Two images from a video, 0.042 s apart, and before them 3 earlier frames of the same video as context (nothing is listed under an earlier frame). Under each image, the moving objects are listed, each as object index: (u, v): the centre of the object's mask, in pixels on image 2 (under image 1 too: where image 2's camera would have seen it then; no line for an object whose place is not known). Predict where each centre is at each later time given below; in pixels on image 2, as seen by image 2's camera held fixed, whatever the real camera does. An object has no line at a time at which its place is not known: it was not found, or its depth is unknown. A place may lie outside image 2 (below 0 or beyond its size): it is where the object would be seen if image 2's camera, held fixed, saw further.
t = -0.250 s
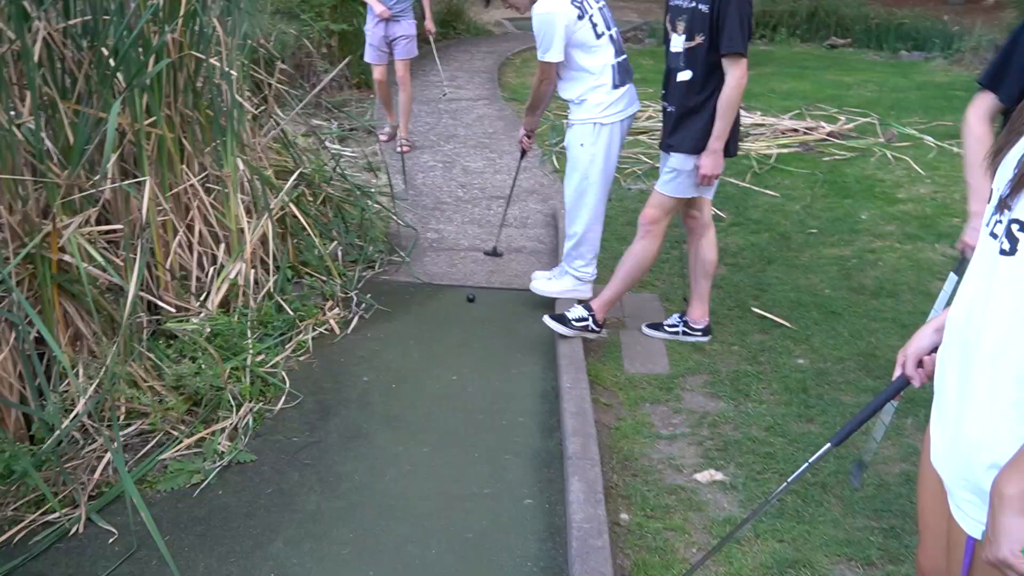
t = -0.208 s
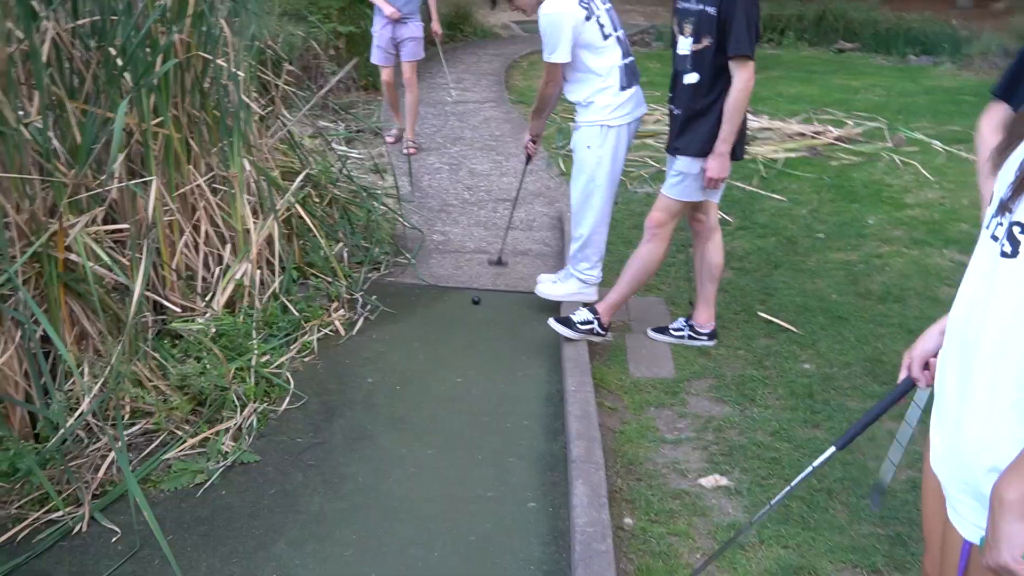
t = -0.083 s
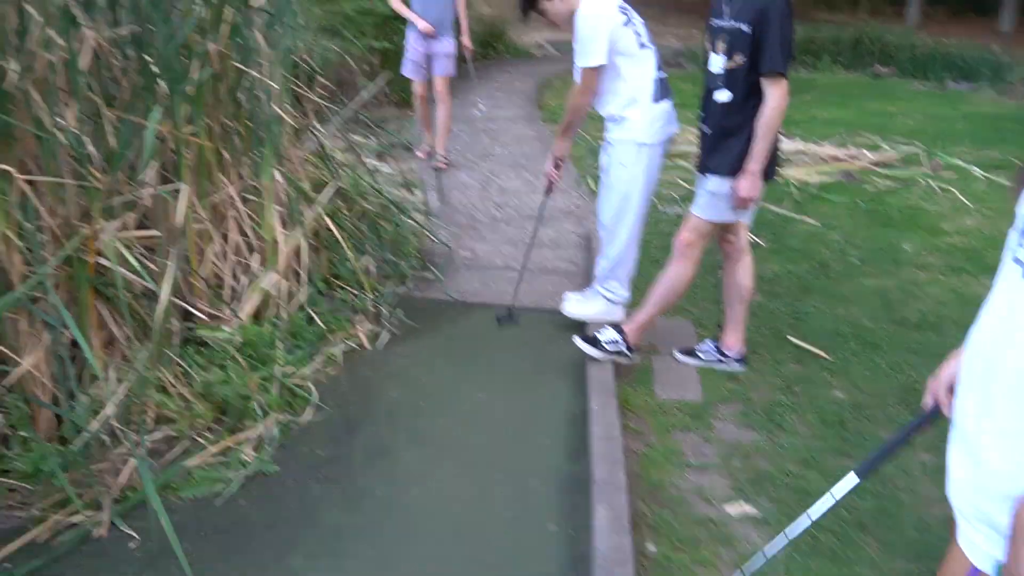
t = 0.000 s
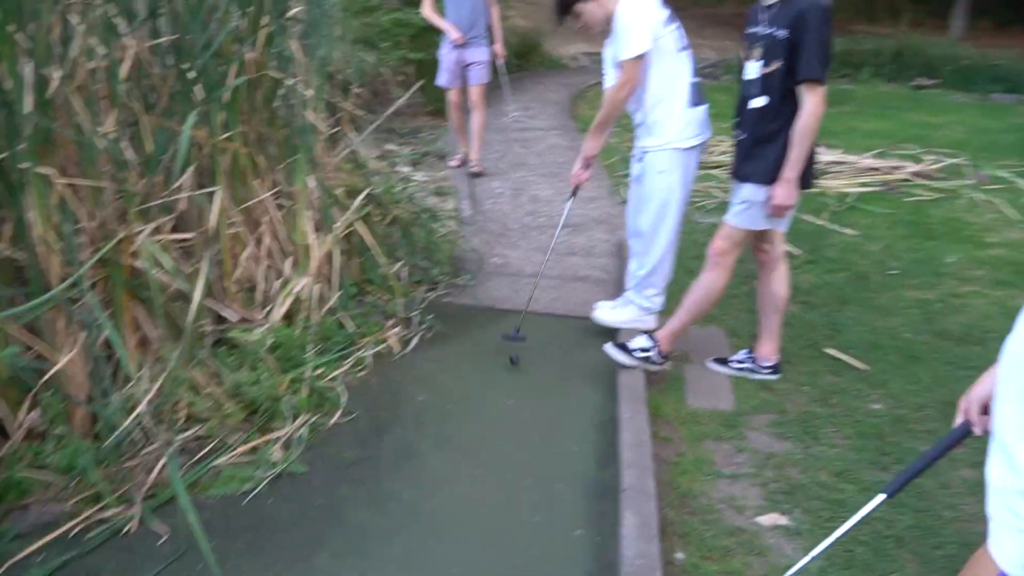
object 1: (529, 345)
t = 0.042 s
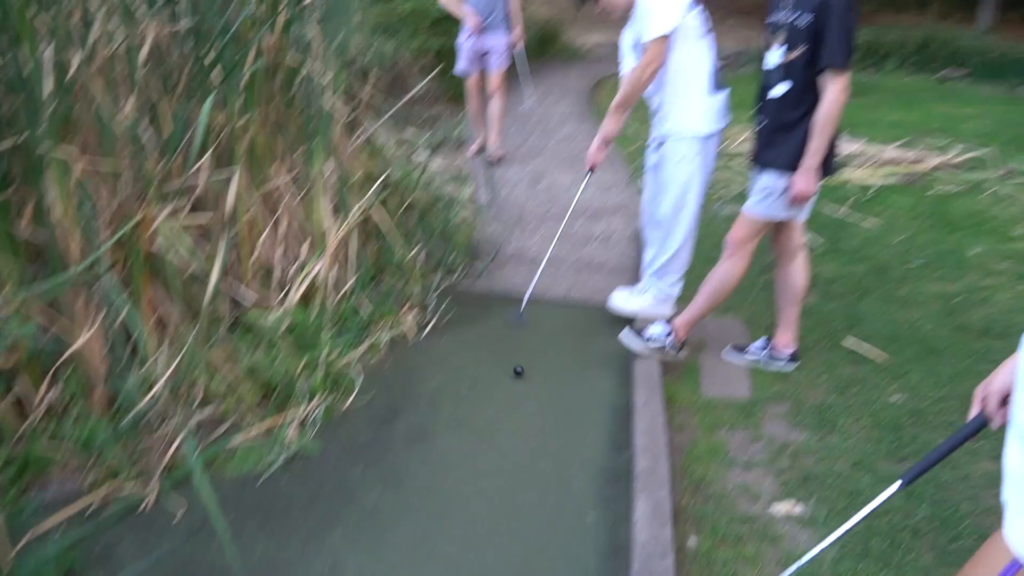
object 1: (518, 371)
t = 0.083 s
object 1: (507, 395)
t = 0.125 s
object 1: (494, 417)
